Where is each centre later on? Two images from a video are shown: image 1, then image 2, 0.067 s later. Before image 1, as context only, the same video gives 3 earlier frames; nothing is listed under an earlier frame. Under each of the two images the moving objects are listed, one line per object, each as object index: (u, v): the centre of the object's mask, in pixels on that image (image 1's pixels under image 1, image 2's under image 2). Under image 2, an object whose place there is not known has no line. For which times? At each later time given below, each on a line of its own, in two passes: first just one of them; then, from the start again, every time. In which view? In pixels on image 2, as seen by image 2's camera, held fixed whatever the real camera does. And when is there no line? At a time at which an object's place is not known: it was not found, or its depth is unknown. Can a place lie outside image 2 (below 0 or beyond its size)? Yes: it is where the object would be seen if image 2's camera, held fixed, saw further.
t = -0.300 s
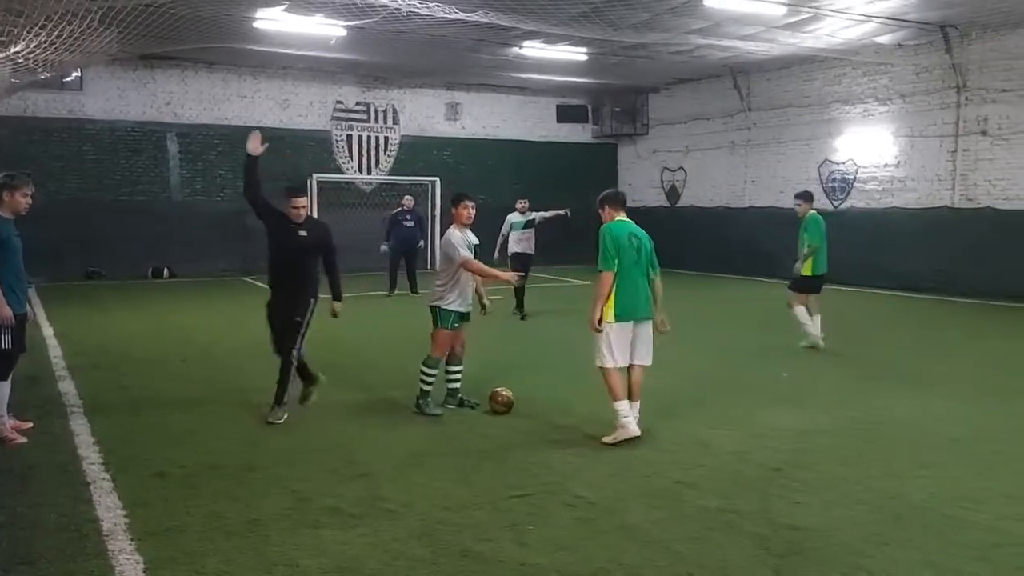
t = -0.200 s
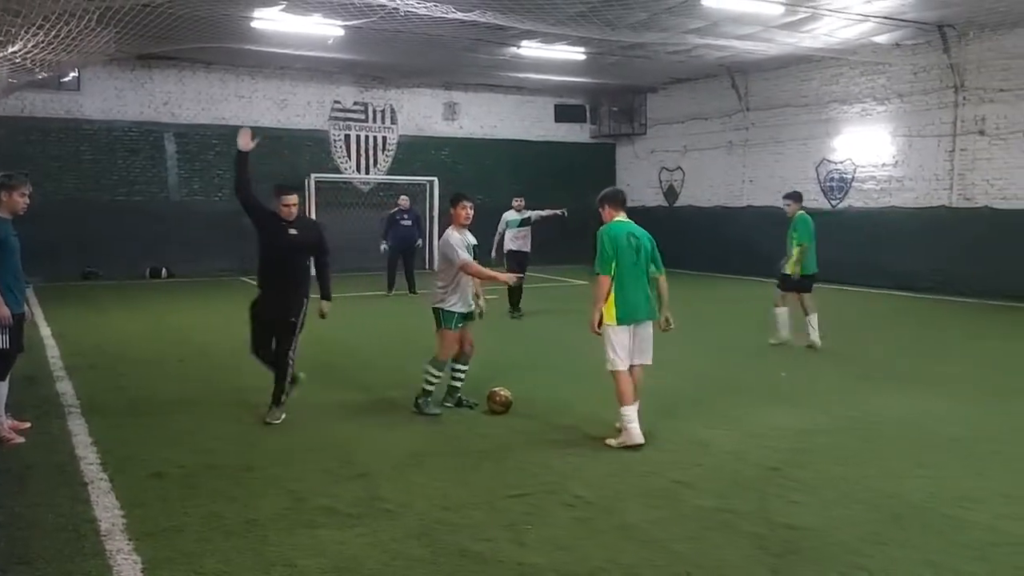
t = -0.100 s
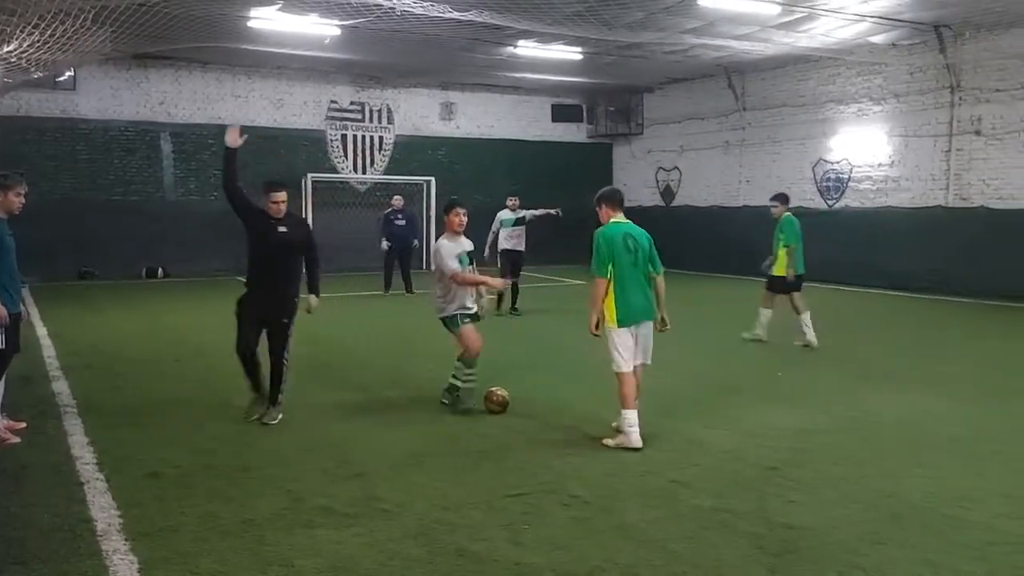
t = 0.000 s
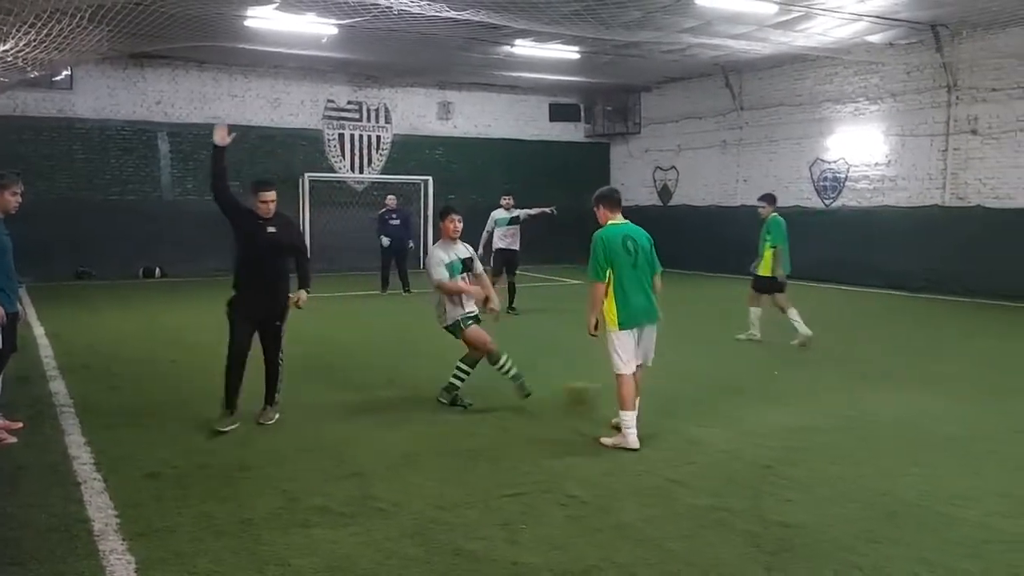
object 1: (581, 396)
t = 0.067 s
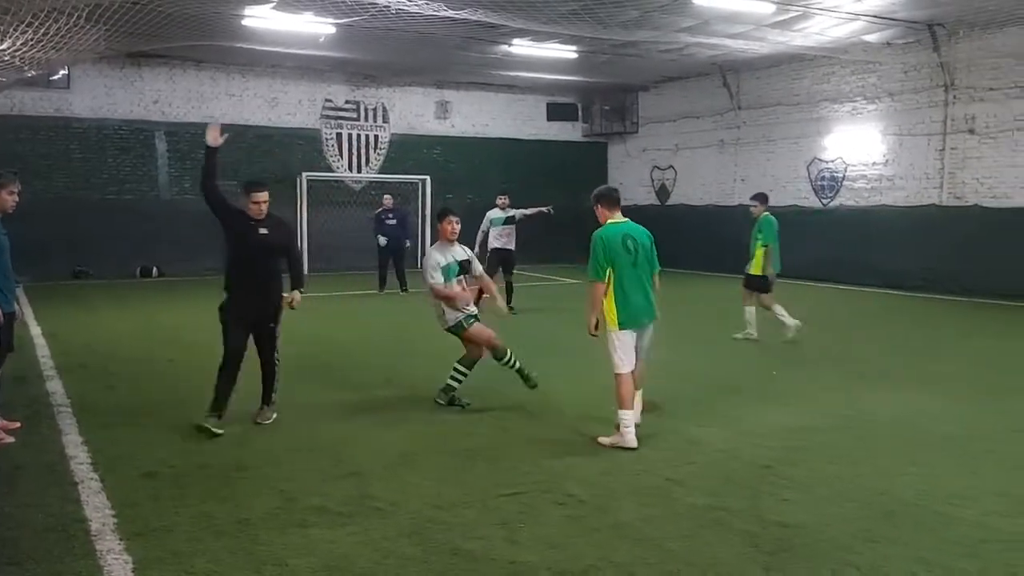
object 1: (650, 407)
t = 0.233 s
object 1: (802, 401)
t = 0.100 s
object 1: (677, 406)
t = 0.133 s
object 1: (710, 403)
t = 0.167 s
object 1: (740, 400)
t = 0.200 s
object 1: (773, 399)
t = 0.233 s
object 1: (802, 401)
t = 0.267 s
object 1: (830, 402)
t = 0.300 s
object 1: (856, 403)
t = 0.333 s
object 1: (882, 401)
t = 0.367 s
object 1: (908, 399)
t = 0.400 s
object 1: (932, 398)
